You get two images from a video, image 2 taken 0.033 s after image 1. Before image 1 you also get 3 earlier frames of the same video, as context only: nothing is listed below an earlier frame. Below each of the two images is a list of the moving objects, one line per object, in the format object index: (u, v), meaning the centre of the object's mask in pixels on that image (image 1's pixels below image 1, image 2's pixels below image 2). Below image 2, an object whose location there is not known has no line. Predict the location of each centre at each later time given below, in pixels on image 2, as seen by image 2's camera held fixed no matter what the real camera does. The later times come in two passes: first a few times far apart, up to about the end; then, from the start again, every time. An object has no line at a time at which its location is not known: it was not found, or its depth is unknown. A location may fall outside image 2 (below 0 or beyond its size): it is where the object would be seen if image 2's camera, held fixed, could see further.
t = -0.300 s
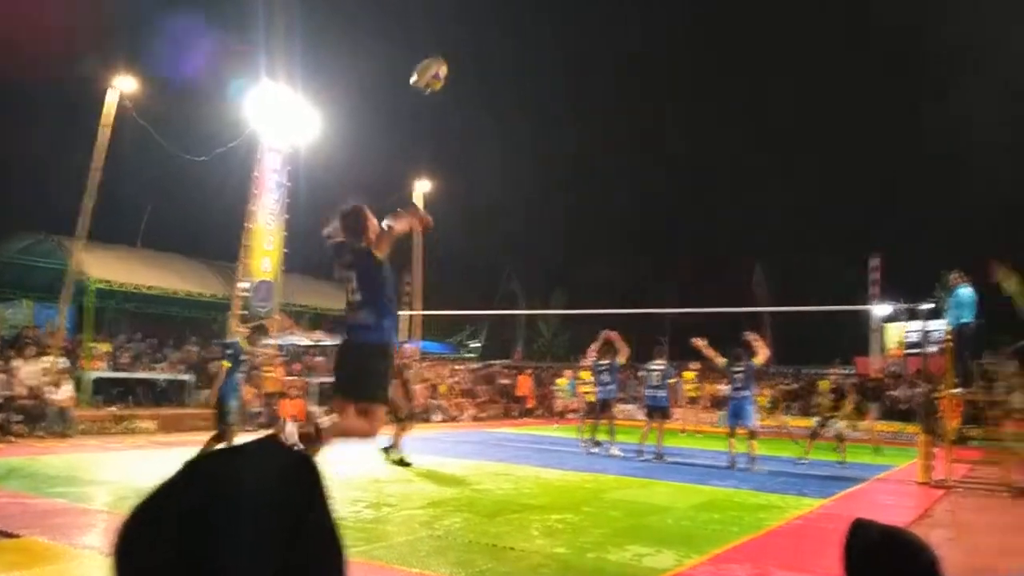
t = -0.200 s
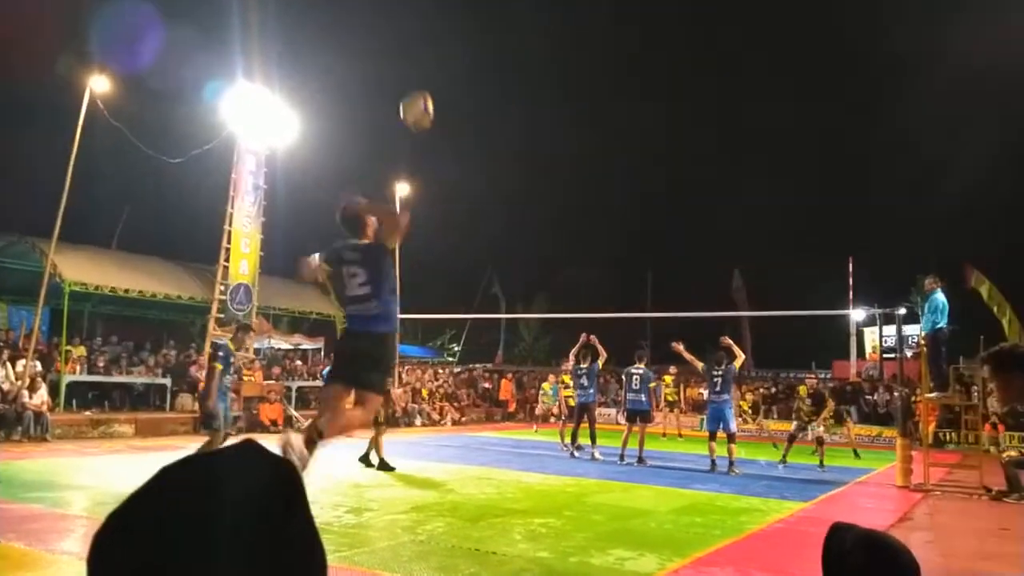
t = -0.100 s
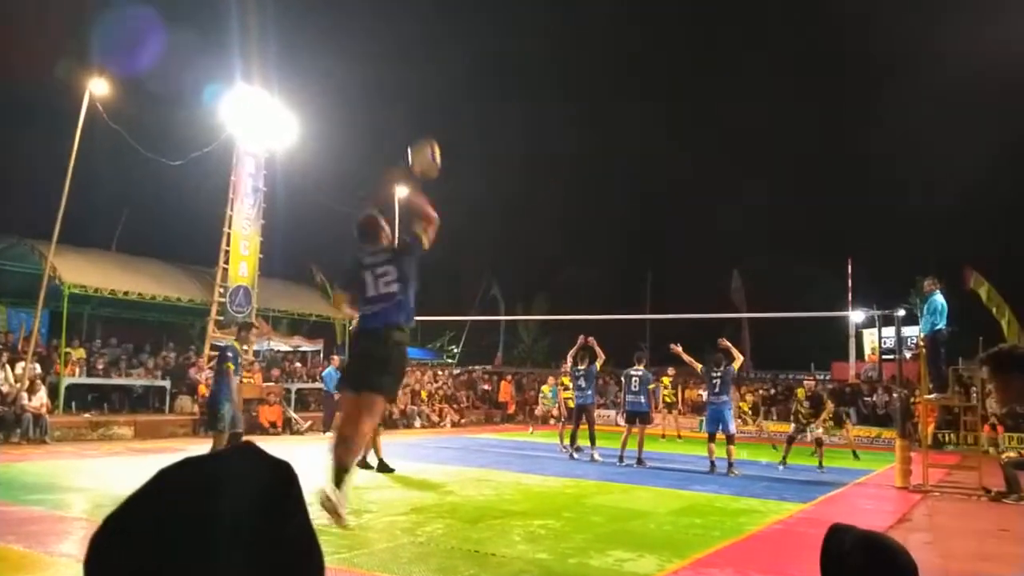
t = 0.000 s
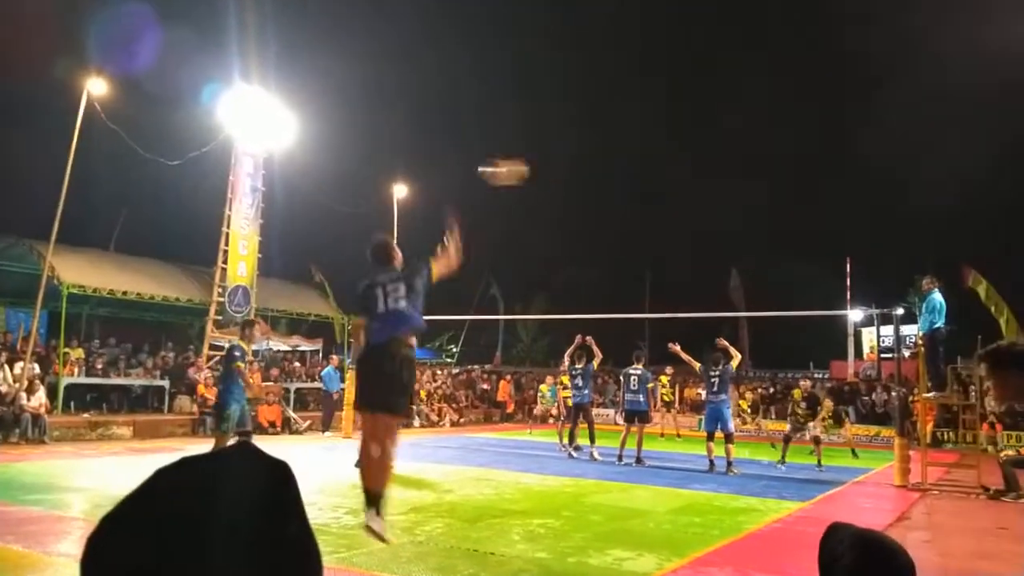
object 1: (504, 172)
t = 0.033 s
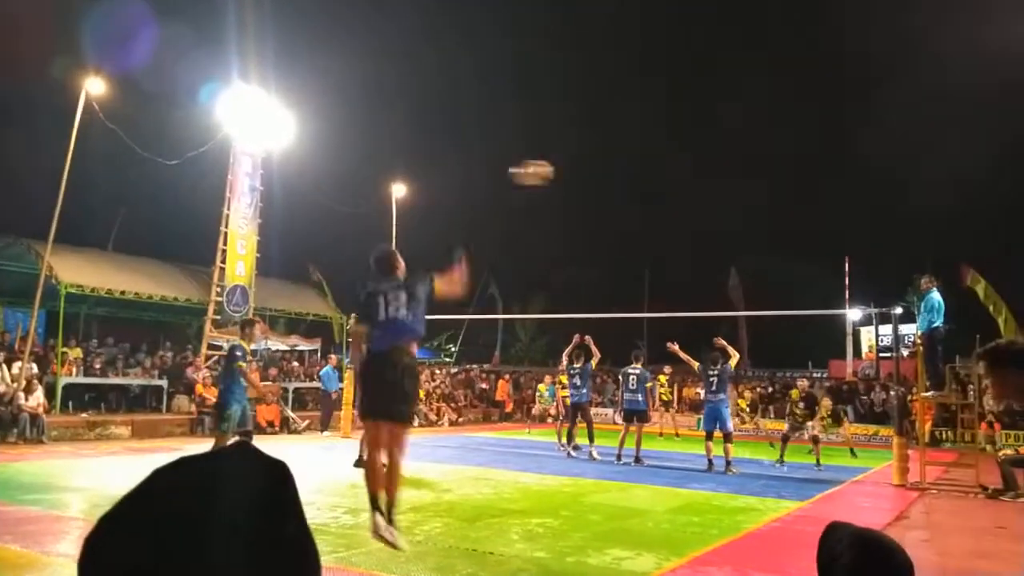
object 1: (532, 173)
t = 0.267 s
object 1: (657, 197)
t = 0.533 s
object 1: (732, 248)
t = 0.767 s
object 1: (769, 306)
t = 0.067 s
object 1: (556, 175)
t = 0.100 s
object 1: (578, 177)
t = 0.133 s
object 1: (598, 180)
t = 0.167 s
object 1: (615, 184)
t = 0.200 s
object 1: (630, 187)
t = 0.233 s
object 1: (644, 192)
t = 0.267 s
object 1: (657, 197)
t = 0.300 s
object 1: (669, 202)
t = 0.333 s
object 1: (680, 207)
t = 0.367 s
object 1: (690, 213)
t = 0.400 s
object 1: (700, 220)
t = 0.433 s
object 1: (708, 227)
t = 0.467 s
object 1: (717, 234)
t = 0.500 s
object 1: (725, 241)
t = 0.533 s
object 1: (732, 248)
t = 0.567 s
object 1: (739, 256)
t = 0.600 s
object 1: (745, 264)
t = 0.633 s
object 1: (751, 272)
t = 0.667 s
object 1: (756, 281)
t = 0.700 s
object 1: (761, 290)
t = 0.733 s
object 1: (765, 298)
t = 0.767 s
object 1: (769, 306)
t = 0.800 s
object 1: (773, 316)
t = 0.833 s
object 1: (777, 324)
